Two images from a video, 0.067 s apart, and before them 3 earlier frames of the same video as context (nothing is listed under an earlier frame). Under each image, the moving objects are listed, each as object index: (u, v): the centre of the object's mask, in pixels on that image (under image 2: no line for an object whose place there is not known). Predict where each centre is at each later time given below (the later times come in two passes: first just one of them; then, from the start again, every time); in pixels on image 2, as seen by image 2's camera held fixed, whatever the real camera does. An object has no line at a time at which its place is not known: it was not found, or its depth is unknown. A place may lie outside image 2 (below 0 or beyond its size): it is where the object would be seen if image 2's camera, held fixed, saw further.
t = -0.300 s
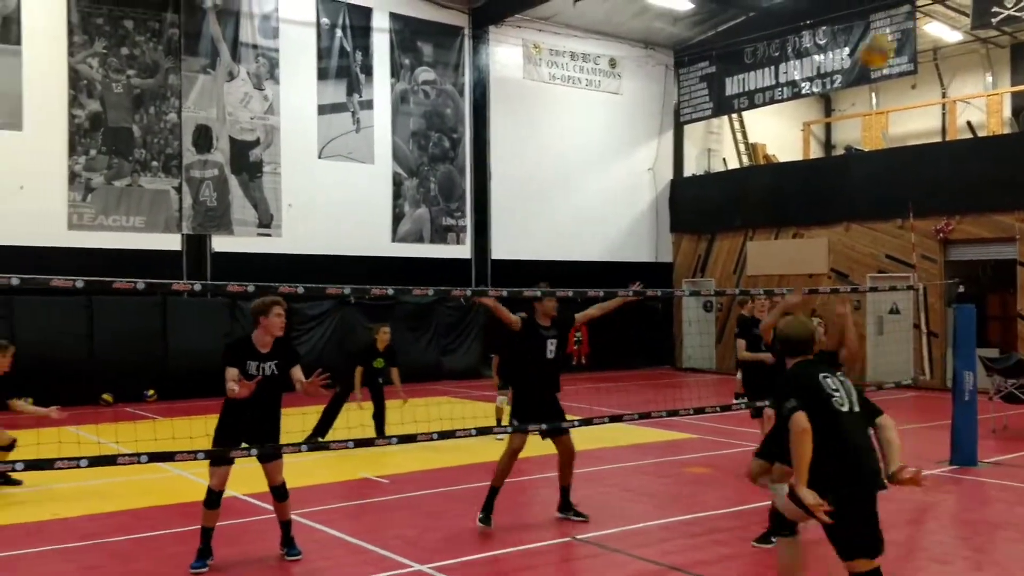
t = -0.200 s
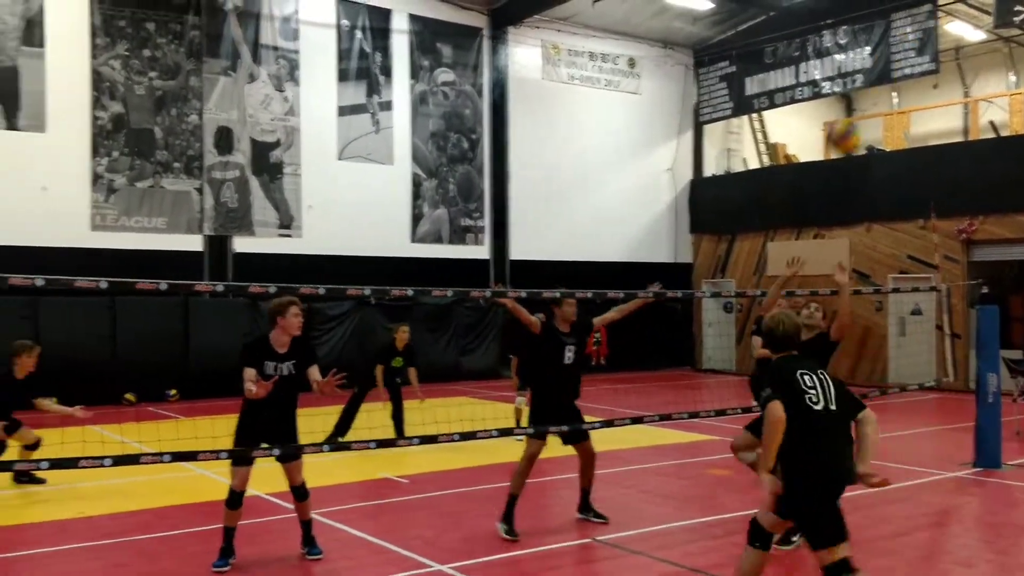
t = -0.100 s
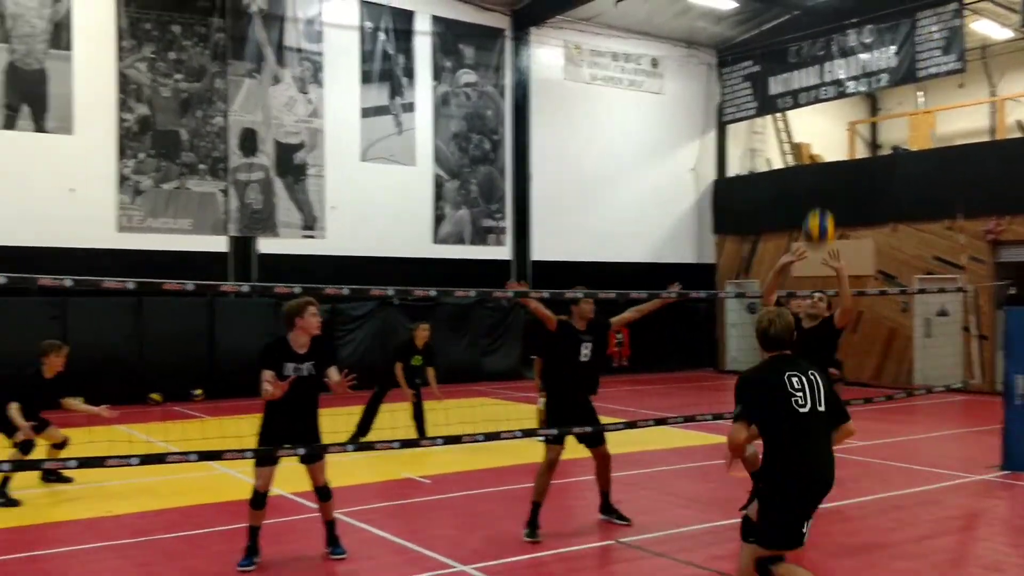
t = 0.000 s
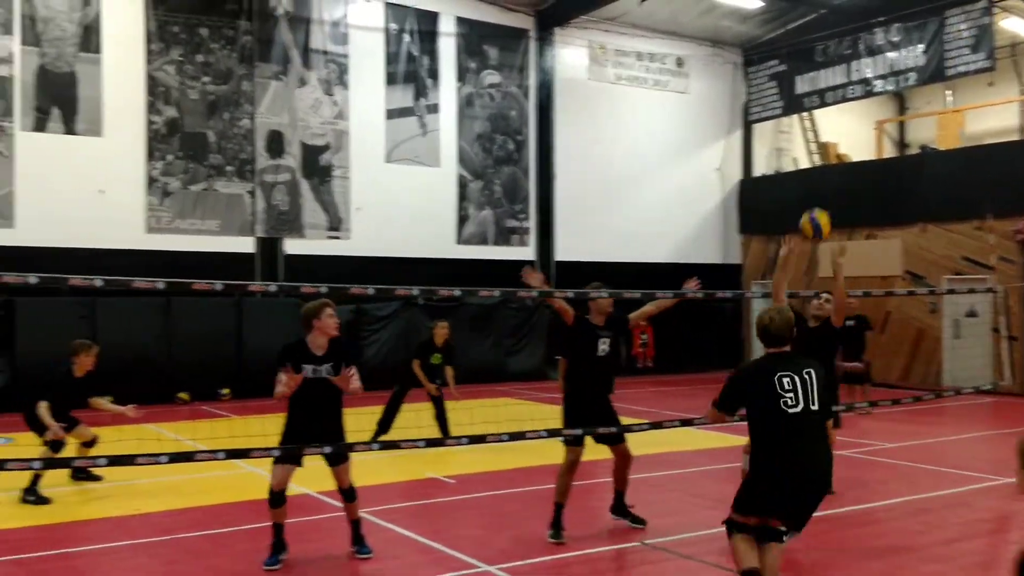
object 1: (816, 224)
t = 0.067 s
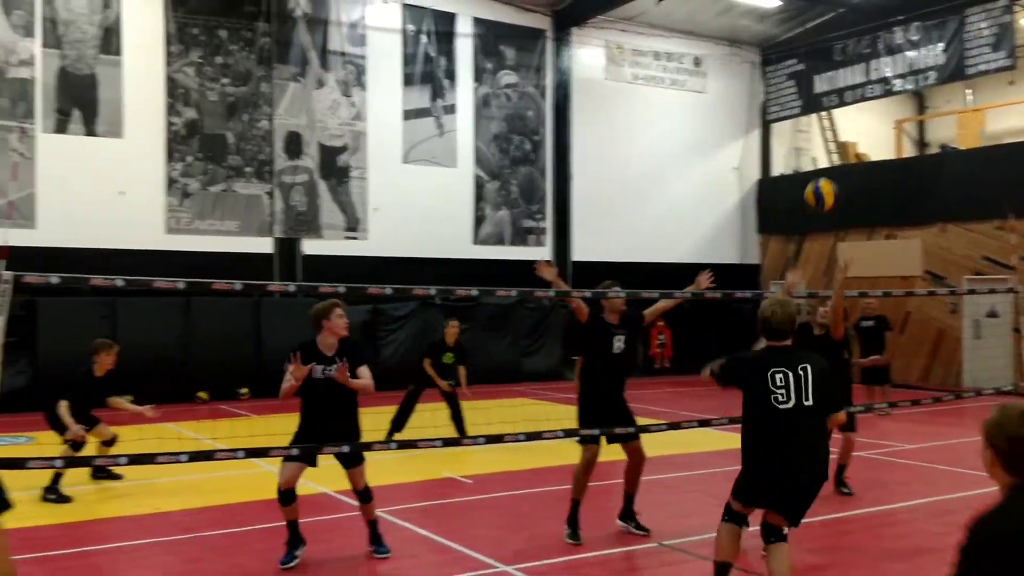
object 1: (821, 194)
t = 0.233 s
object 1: (790, 145)
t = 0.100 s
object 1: (815, 182)
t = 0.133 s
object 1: (808, 171)
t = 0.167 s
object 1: (802, 161)
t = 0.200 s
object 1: (796, 152)
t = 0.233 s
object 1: (790, 145)
